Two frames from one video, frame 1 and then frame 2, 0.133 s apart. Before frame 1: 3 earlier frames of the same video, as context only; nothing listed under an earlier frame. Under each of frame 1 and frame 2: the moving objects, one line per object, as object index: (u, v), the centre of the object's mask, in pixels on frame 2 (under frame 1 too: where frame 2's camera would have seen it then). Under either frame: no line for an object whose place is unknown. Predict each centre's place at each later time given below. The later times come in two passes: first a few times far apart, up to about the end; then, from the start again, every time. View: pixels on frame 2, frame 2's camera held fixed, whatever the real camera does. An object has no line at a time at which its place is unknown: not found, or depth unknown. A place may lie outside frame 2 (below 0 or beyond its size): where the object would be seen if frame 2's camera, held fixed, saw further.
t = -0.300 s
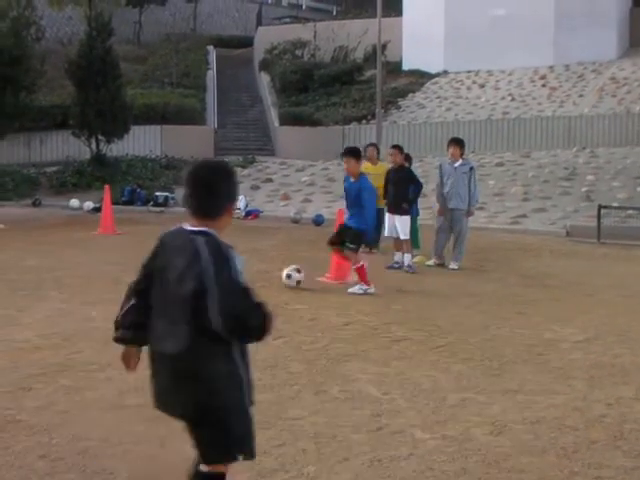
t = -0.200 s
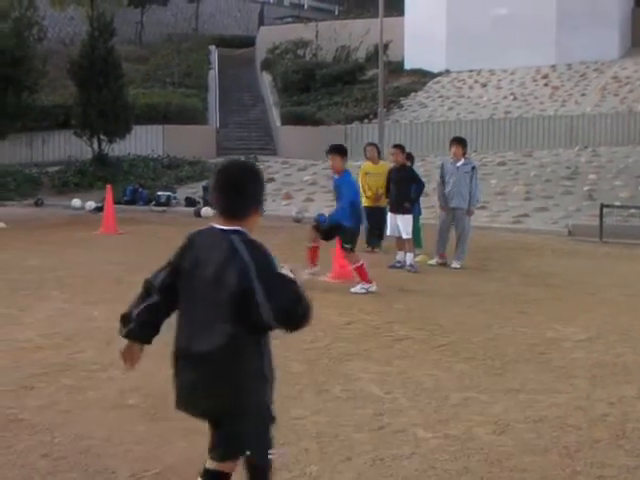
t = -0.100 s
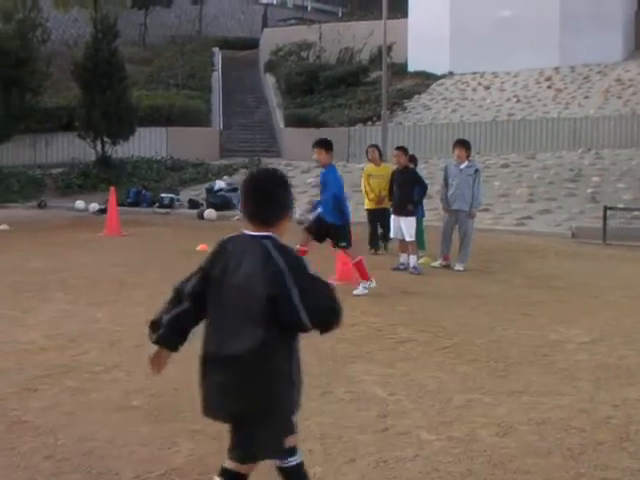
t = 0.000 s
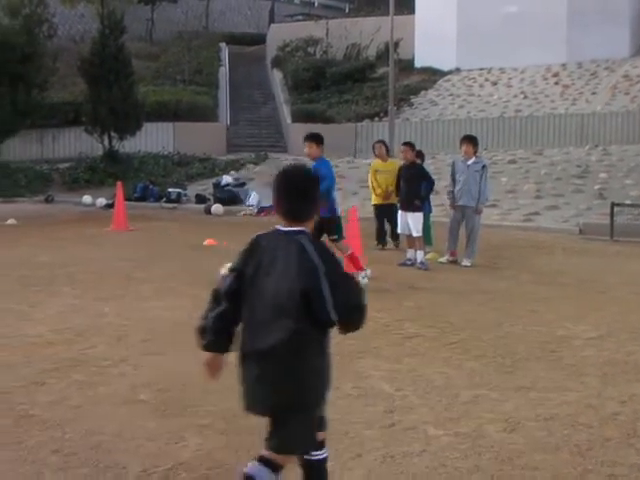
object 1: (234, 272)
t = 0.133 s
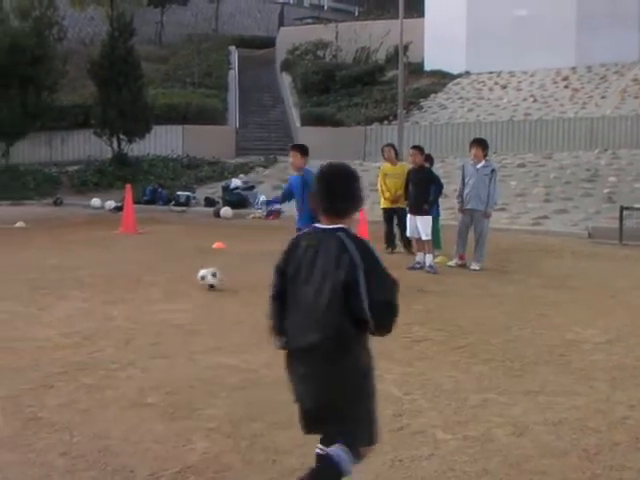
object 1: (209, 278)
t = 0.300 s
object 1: (177, 275)
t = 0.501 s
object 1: (142, 277)
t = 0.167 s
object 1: (202, 278)
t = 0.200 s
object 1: (195, 277)
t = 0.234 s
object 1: (188, 277)
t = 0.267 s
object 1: (183, 276)
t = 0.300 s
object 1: (177, 275)
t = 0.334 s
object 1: (172, 277)
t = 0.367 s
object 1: (165, 278)
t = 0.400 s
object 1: (159, 276)
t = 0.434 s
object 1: (153, 275)
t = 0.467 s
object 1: (148, 277)
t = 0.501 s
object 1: (142, 277)
